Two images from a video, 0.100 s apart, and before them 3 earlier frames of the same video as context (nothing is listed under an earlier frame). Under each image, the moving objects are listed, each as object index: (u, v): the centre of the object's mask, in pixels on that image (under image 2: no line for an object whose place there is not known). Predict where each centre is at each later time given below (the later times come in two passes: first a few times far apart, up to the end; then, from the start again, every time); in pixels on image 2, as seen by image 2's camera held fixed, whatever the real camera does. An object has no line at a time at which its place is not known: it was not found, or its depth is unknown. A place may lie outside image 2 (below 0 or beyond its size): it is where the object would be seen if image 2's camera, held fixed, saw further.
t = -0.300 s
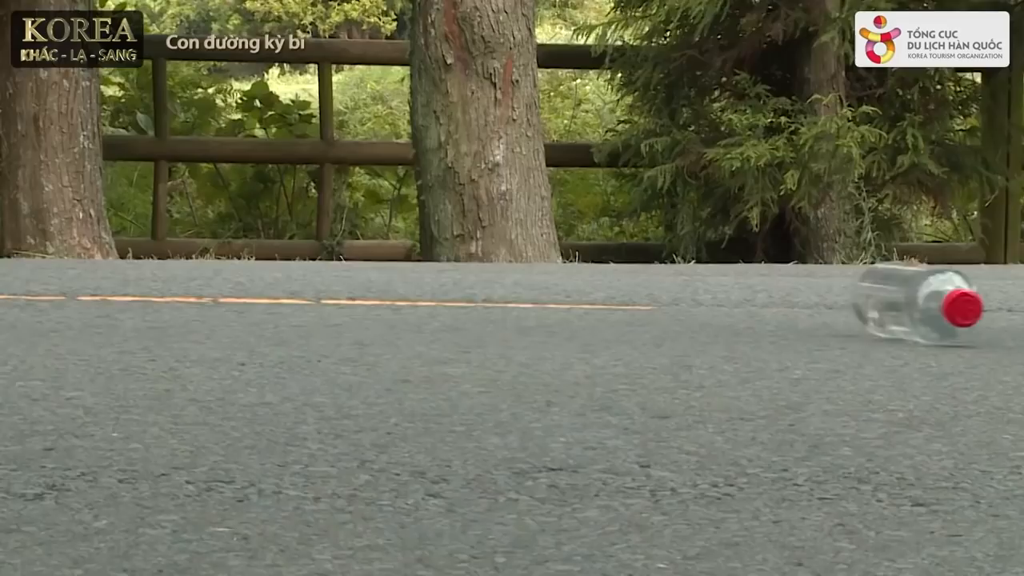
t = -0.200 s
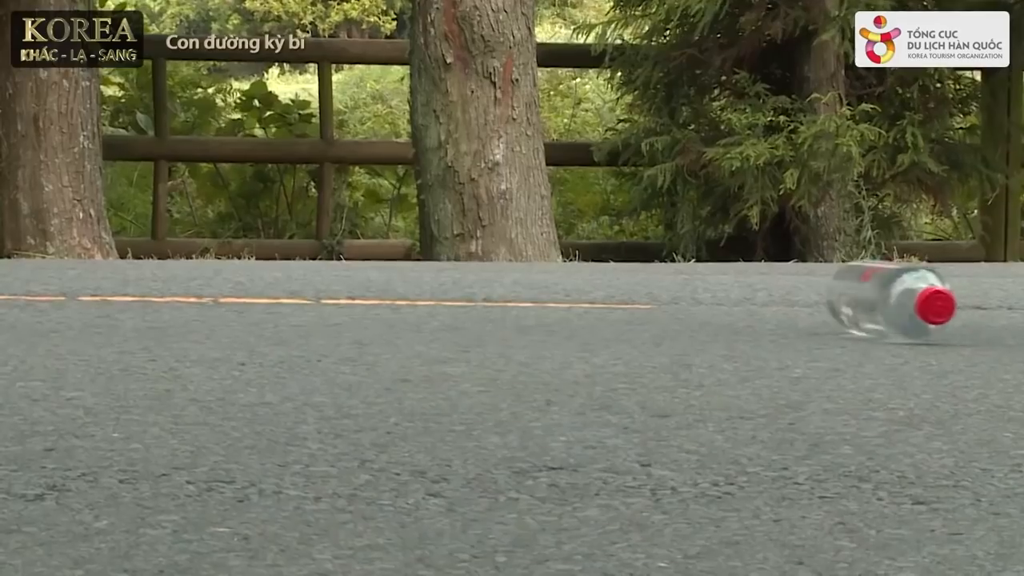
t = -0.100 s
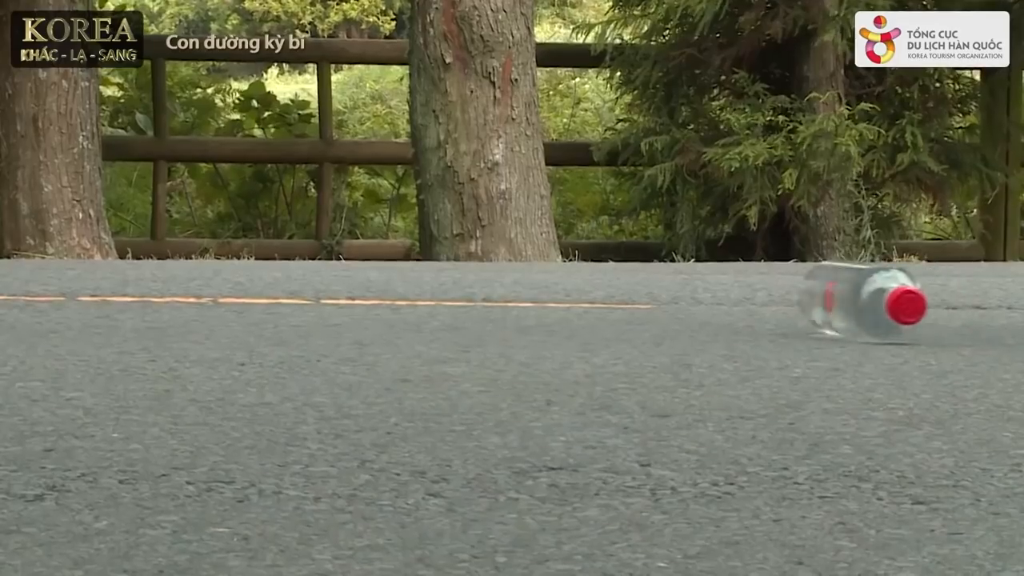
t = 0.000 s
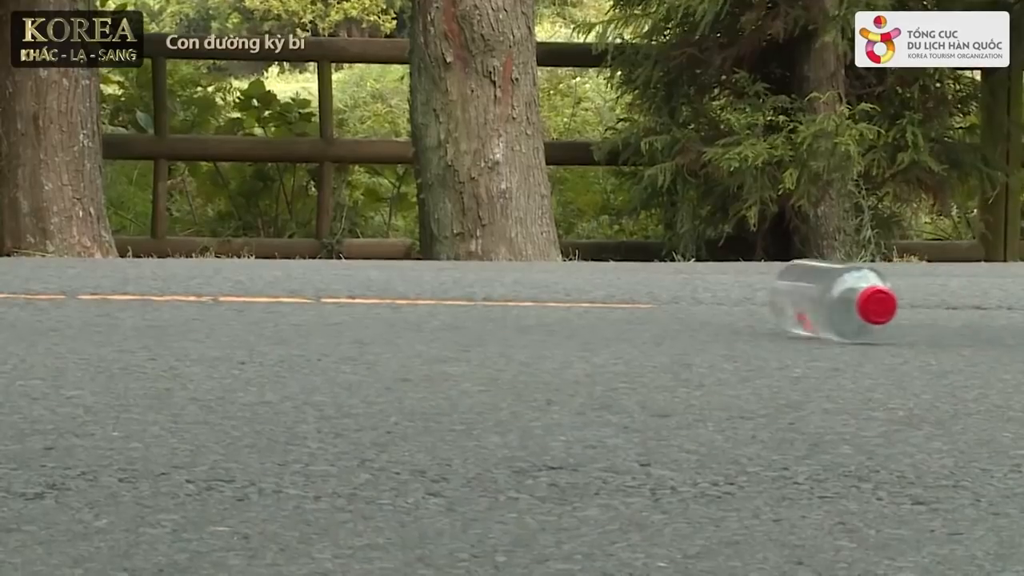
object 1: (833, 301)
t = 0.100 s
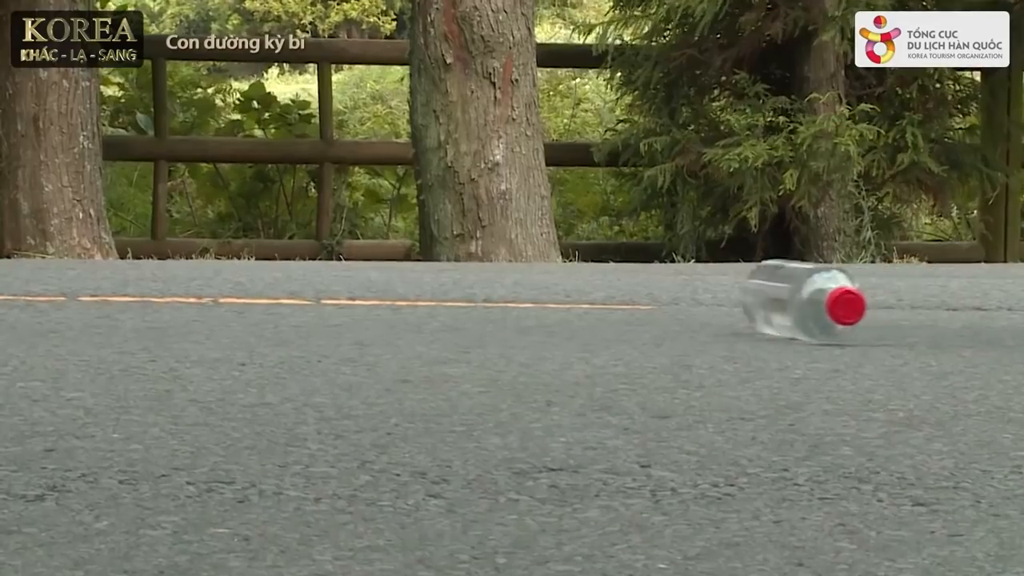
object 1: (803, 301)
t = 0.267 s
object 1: (750, 301)
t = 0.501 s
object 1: (670, 299)
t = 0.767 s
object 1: (573, 300)
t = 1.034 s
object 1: (465, 299)
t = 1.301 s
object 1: (349, 298)
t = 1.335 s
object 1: (332, 296)
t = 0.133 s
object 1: (792, 301)
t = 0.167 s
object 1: (782, 301)
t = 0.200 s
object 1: (772, 300)
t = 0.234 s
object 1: (761, 301)
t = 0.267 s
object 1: (750, 301)
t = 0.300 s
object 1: (738, 300)
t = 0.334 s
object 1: (726, 300)
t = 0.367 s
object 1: (716, 300)
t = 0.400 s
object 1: (704, 299)
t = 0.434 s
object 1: (693, 299)
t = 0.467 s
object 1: (682, 300)
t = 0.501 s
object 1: (670, 299)
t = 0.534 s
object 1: (658, 299)
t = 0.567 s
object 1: (647, 300)
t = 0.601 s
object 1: (635, 300)
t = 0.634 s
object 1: (623, 299)
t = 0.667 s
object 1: (611, 299)
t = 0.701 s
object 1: (597, 299)
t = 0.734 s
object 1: (585, 299)
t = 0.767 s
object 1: (573, 300)
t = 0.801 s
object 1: (560, 299)
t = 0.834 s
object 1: (547, 299)
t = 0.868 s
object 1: (534, 299)
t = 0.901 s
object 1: (521, 300)
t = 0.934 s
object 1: (506, 300)
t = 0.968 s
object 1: (492, 300)
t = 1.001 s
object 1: (479, 299)
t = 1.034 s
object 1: (465, 299)
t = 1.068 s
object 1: (451, 298)
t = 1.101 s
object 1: (437, 299)
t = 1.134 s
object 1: (423, 298)
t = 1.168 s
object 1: (409, 299)
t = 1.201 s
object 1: (394, 299)
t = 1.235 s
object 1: (379, 298)
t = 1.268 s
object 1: (364, 299)
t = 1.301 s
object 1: (349, 298)
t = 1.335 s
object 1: (332, 296)
